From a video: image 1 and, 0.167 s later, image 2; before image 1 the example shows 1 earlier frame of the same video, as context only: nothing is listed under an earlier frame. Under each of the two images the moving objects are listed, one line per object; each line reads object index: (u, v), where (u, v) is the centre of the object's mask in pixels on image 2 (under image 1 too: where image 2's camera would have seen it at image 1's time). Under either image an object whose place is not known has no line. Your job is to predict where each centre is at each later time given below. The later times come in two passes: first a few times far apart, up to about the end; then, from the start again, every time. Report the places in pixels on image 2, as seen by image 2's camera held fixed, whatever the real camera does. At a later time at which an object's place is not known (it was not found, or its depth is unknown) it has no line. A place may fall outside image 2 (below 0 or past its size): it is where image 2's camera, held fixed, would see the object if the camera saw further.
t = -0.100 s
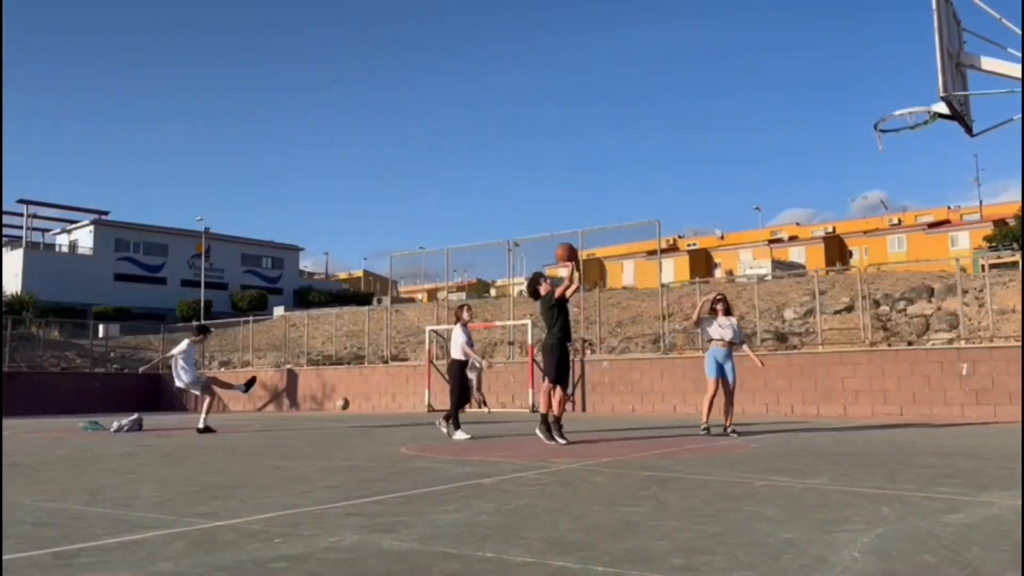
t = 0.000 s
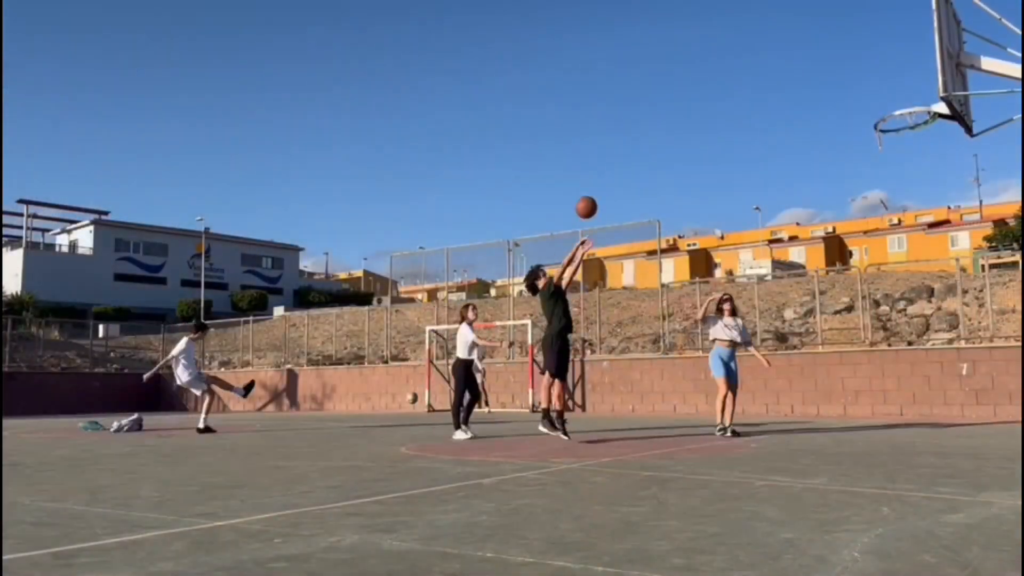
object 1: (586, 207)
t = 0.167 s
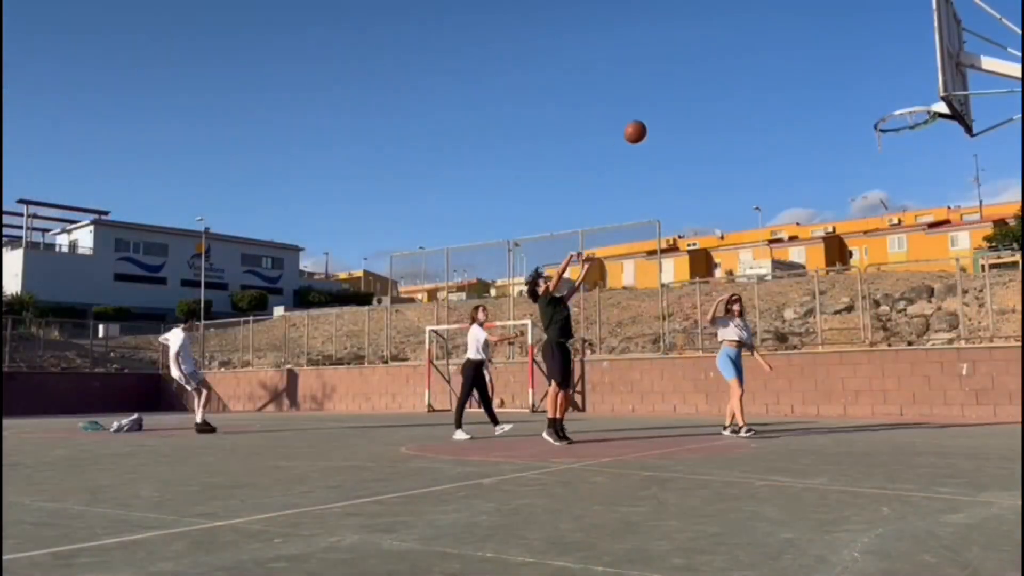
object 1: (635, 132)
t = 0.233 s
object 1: (656, 107)
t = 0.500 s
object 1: (744, 47)
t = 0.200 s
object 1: (646, 119)
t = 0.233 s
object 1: (656, 107)
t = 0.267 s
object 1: (667, 96)
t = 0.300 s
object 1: (677, 87)
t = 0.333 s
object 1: (688, 78)
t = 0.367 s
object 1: (699, 70)
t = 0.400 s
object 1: (710, 63)
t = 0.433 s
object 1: (721, 56)
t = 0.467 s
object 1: (732, 51)
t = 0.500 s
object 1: (744, 47)
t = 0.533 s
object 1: (756, 44)
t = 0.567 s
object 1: (768, 42)
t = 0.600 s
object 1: (781, 41)
